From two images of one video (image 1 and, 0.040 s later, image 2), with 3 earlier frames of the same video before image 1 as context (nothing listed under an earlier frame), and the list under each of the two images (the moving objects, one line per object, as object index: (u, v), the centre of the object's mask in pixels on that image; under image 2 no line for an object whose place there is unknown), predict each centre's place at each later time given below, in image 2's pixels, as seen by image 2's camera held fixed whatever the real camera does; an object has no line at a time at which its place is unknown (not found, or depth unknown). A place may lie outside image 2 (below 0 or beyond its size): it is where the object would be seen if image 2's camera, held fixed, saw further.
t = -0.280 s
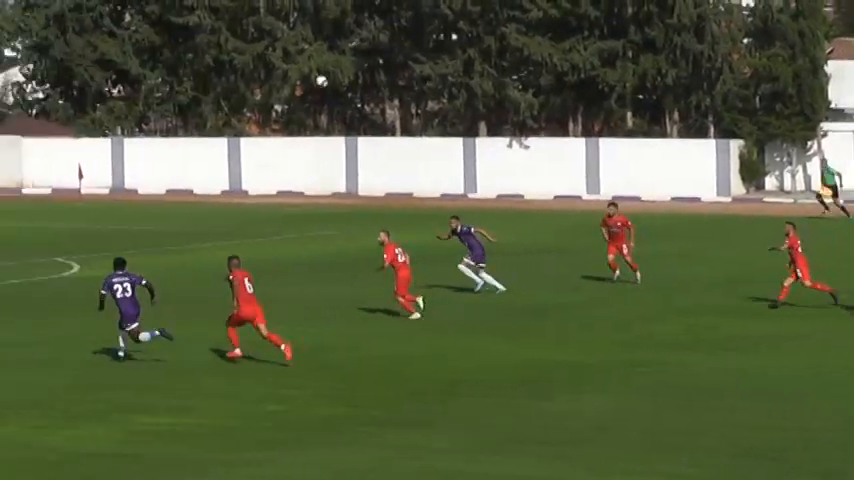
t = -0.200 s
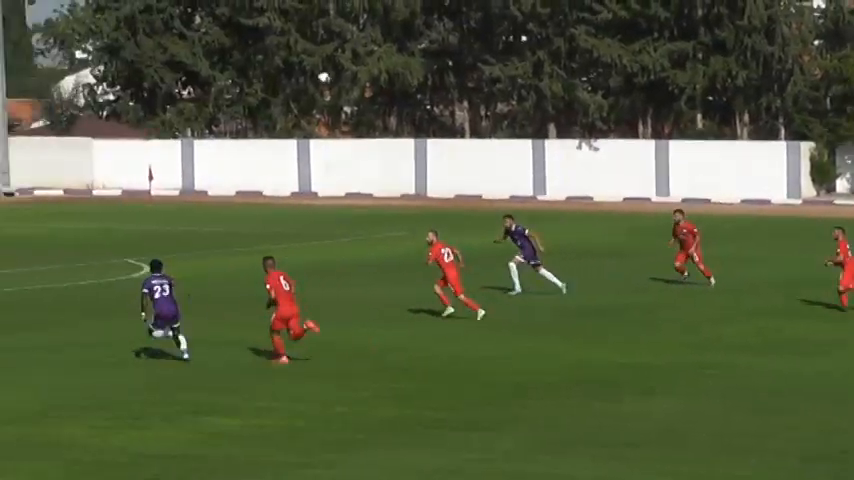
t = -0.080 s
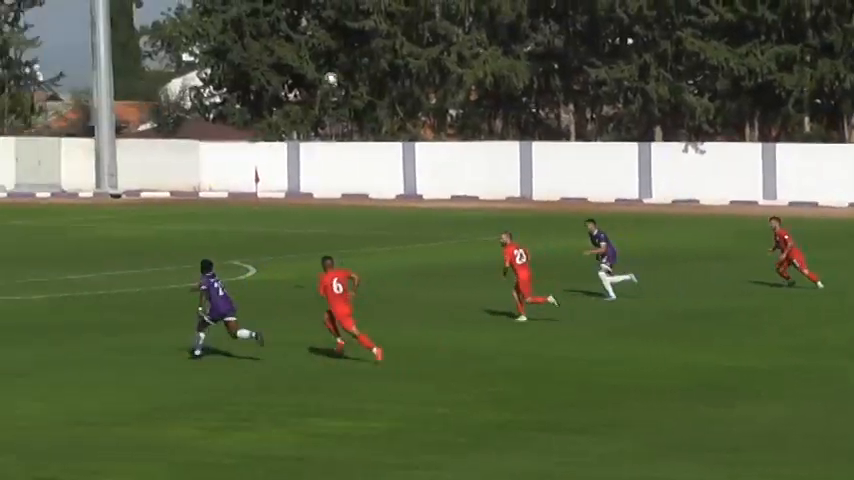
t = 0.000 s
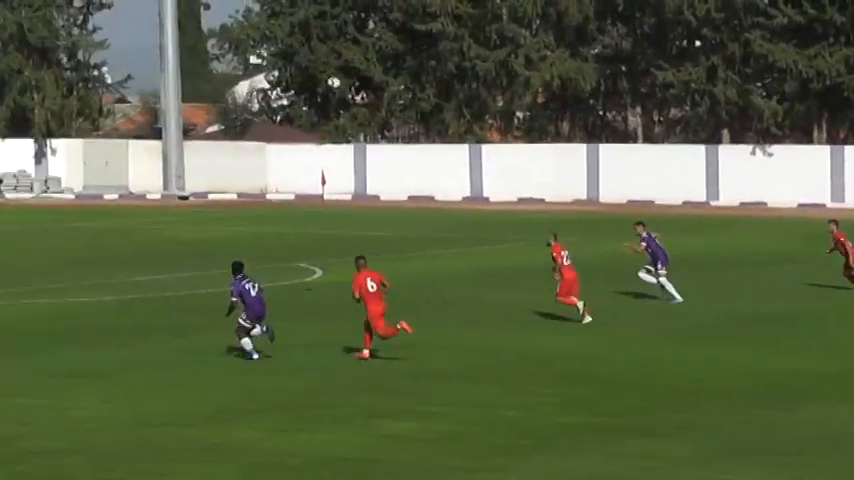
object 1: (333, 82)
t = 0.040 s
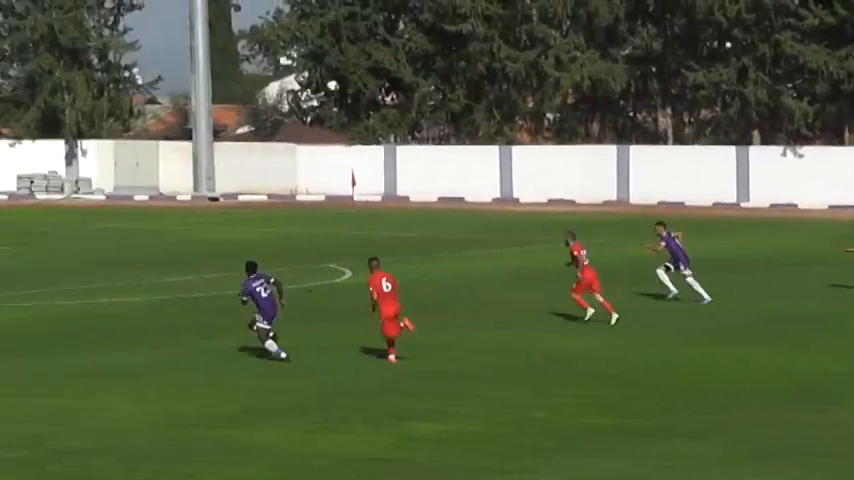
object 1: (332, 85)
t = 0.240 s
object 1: (177, 108)
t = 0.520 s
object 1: (-40, 173)
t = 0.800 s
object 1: (-255, 280)
